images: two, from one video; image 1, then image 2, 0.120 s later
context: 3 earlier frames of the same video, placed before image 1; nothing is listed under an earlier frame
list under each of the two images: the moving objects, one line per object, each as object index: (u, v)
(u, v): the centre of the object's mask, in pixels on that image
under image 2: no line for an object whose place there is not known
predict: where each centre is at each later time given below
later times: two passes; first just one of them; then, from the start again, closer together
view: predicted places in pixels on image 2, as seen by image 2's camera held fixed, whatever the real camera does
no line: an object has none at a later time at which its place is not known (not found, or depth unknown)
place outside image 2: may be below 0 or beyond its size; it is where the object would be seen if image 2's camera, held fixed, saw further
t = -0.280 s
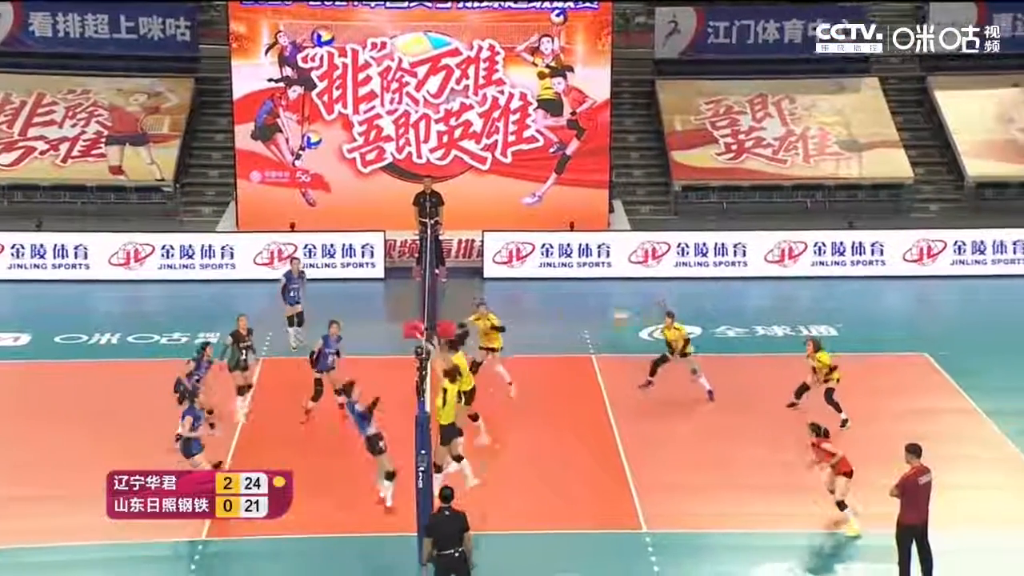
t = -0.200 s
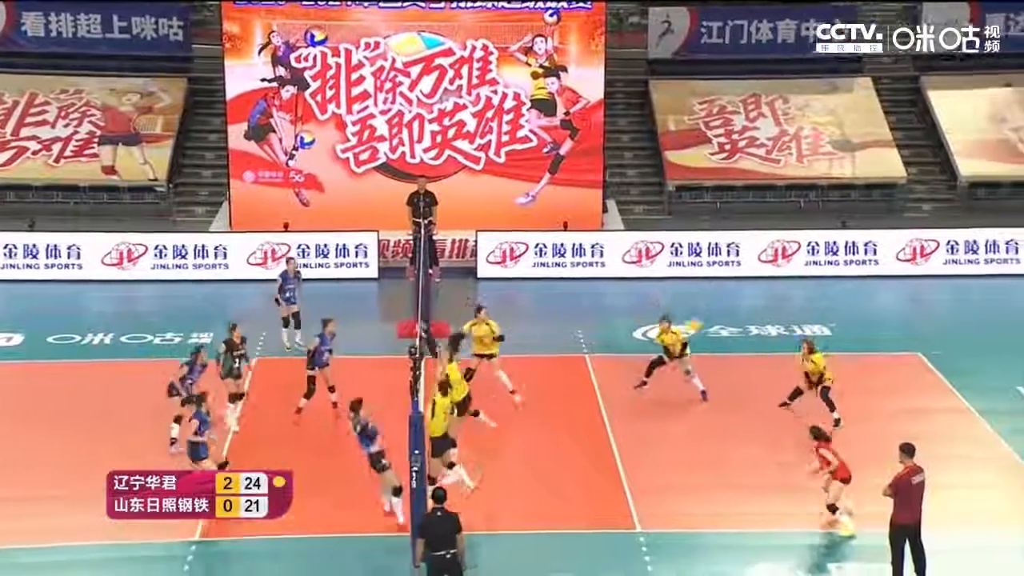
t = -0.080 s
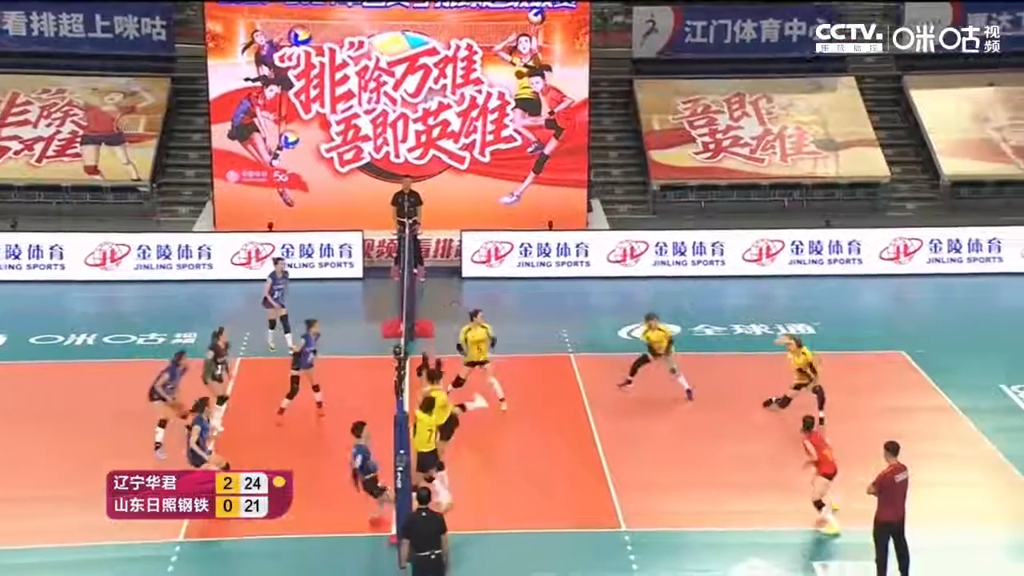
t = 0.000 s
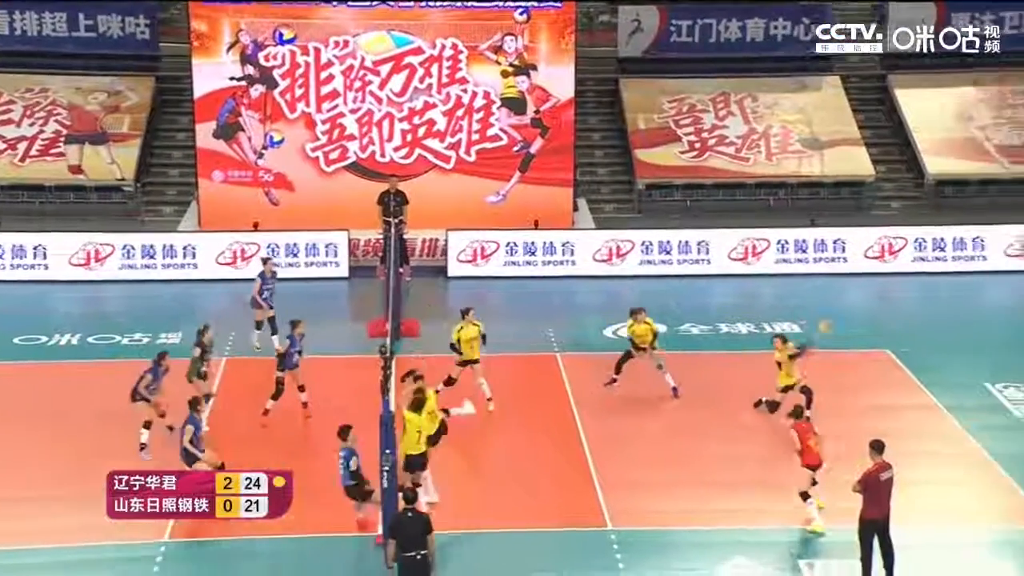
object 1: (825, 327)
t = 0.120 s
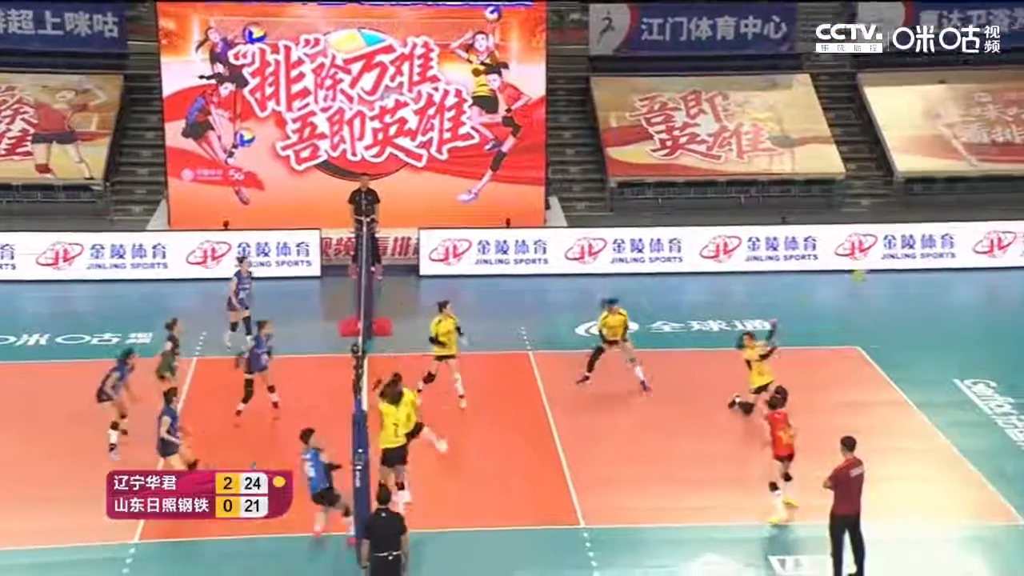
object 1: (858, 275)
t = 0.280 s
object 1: (937, 221)
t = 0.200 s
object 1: (901, 243)
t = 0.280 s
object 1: (937, 221)
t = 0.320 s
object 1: (954, 214)
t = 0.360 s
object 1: (971, 207)
